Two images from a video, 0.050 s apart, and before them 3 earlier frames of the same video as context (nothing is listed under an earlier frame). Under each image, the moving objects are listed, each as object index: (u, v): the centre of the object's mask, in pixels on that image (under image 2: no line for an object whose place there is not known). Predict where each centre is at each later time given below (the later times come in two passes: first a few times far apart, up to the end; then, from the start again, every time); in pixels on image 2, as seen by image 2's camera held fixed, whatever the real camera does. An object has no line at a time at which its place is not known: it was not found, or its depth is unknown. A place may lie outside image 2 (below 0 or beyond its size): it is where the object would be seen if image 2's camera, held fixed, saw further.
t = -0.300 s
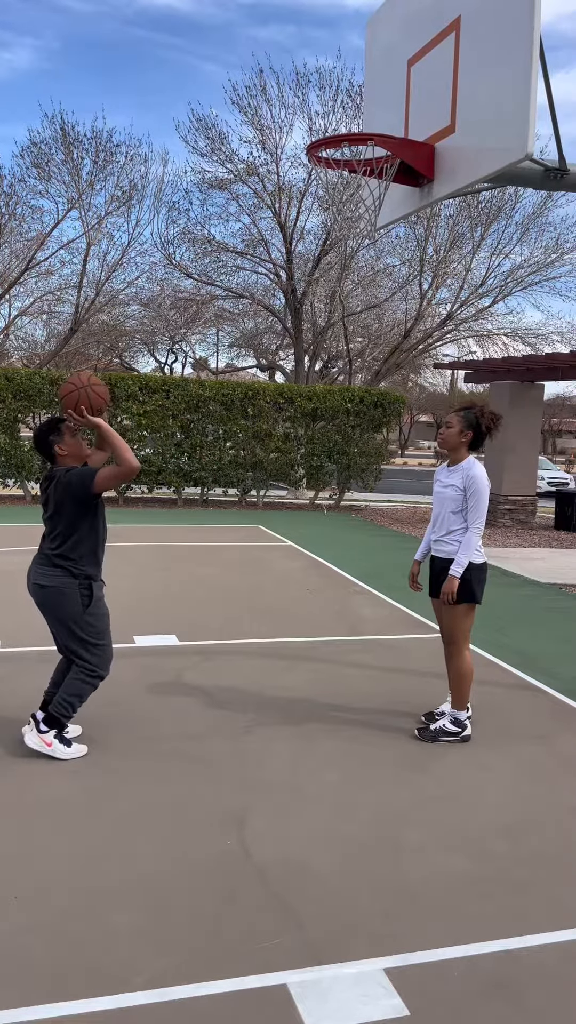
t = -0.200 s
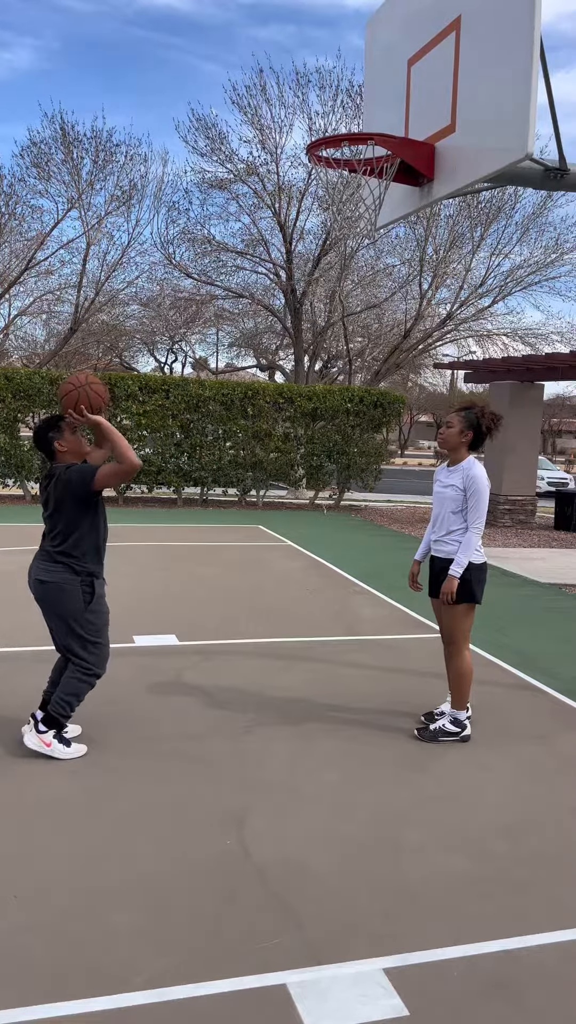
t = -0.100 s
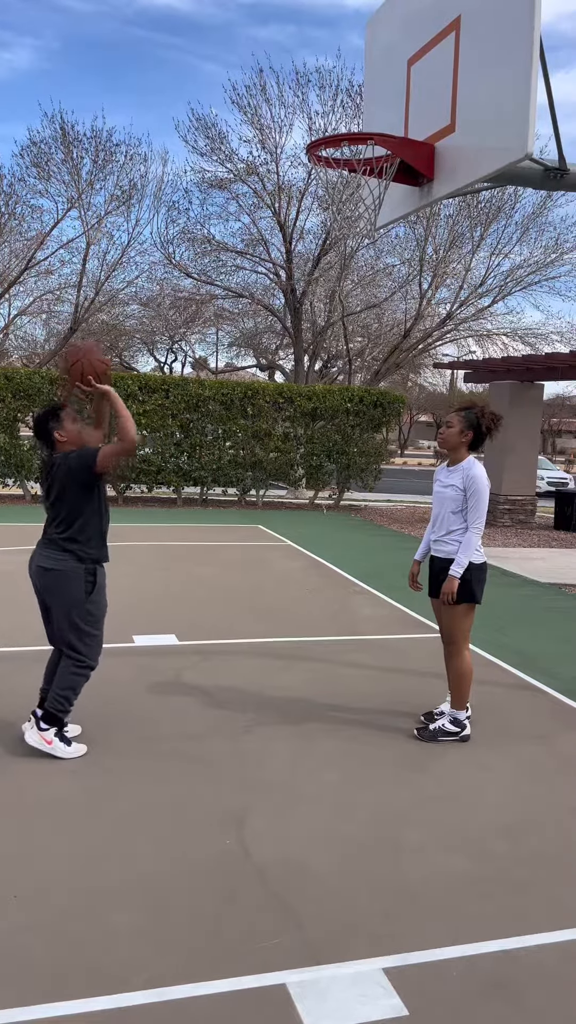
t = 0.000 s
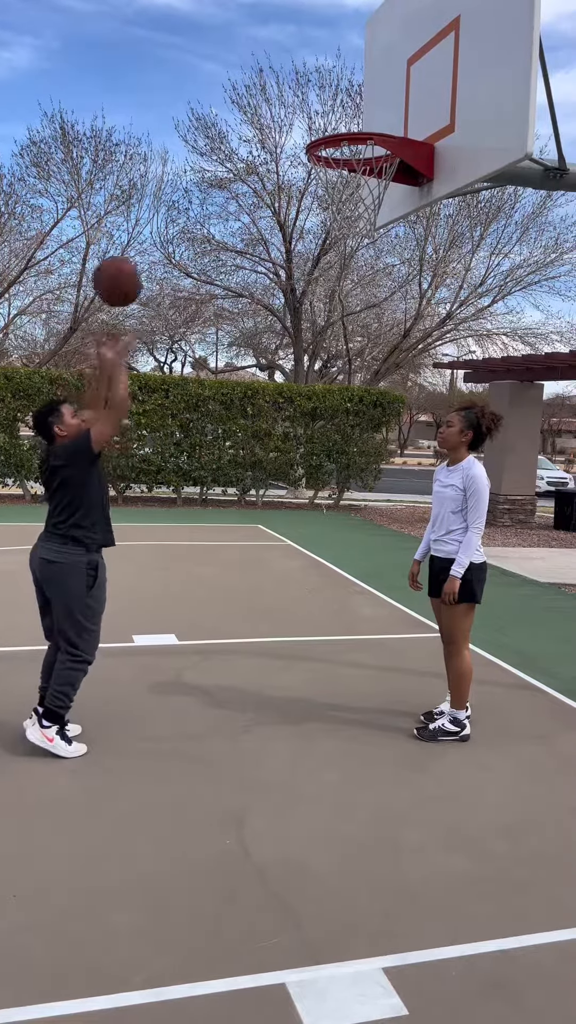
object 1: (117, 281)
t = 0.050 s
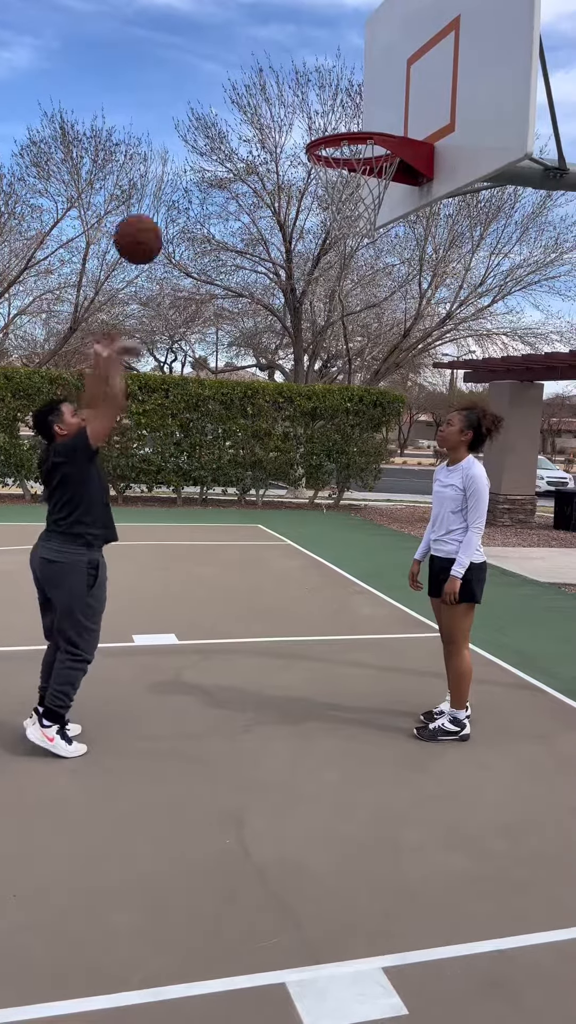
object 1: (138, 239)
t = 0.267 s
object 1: (226, 120)
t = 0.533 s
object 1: (322, 113)
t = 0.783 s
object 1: (385, 180)
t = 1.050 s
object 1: (353, 255)
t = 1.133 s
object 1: (340, 308)
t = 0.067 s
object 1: (145, 227)
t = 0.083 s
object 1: (152, 214)
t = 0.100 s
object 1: (159, 203)
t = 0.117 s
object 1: (166, 191)
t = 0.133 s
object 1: (172, 181)
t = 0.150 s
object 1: (179, 171)
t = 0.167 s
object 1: (186, 162)
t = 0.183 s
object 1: (192, 154)
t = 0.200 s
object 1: (199, 146)
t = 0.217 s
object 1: (206, 138)
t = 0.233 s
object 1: (212, 132)
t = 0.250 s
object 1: (219, 125)
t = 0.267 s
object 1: (226, 120)
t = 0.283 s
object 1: (232, 115)
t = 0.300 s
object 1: (239, 111)
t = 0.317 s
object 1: (245, 107)
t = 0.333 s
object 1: (251, 104)
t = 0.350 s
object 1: (258, 102)
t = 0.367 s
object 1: (264, 100)
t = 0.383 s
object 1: (270, 99)
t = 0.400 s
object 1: (276, 98)
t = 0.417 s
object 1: (282, 98)
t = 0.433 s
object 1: (288, 99)
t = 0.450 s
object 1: (294, 100)
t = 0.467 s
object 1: (299, 101)
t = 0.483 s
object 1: (305, 104)
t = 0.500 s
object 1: (311, 107)
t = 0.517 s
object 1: (317, 110)
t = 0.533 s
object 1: (322, 113)
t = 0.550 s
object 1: (328, 116)
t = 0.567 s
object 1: (333, 118)
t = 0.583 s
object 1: (338, 120)
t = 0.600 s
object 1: (343, 133)
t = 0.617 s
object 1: (349, 144)
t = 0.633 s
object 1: (354, 144)
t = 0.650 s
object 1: (359, 147)
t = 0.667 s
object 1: (362, 151)
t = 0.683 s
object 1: (365, 156)
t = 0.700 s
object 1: (369, 160)
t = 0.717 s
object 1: (371, 162)
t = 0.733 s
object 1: (376, 167)
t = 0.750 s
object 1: (379, 172)
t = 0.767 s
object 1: (382, 176)
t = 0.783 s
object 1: (385, 180)
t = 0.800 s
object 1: (385, 184)
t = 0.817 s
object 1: (386, 184)
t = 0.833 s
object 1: (385, 185)
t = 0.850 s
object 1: (383, 187)
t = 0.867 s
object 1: (380, 188)
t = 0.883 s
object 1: (379, 189)
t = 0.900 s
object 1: (376, 191)
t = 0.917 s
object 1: (375, 201)
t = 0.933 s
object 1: (371, 212)
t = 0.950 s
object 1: (369, 216)
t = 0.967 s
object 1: (367, 220)
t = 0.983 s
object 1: (364, 225)
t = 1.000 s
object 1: (362, 232)
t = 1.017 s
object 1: (359, 240)
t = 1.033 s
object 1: (356, 246)
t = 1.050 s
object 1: (353, 255)
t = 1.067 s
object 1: (351, 264)
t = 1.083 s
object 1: (349, 275)
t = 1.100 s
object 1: (346, 286)
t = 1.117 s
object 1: (343, 296)
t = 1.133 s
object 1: (340, 308)
